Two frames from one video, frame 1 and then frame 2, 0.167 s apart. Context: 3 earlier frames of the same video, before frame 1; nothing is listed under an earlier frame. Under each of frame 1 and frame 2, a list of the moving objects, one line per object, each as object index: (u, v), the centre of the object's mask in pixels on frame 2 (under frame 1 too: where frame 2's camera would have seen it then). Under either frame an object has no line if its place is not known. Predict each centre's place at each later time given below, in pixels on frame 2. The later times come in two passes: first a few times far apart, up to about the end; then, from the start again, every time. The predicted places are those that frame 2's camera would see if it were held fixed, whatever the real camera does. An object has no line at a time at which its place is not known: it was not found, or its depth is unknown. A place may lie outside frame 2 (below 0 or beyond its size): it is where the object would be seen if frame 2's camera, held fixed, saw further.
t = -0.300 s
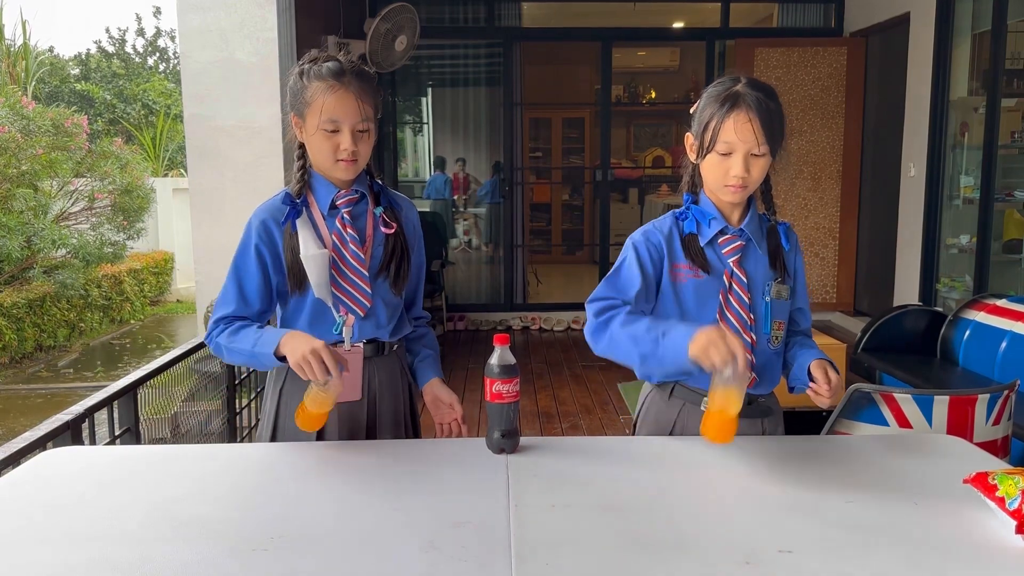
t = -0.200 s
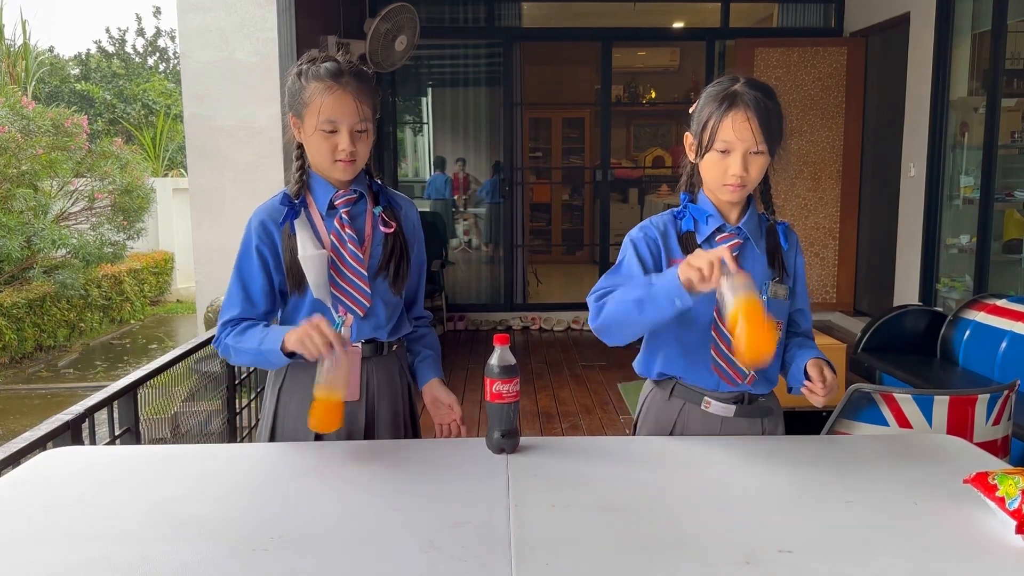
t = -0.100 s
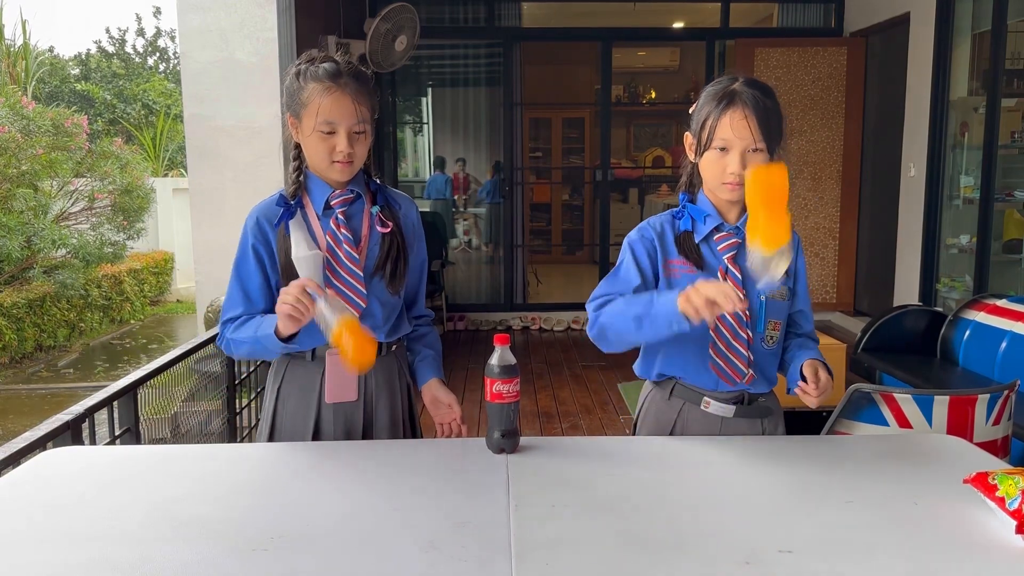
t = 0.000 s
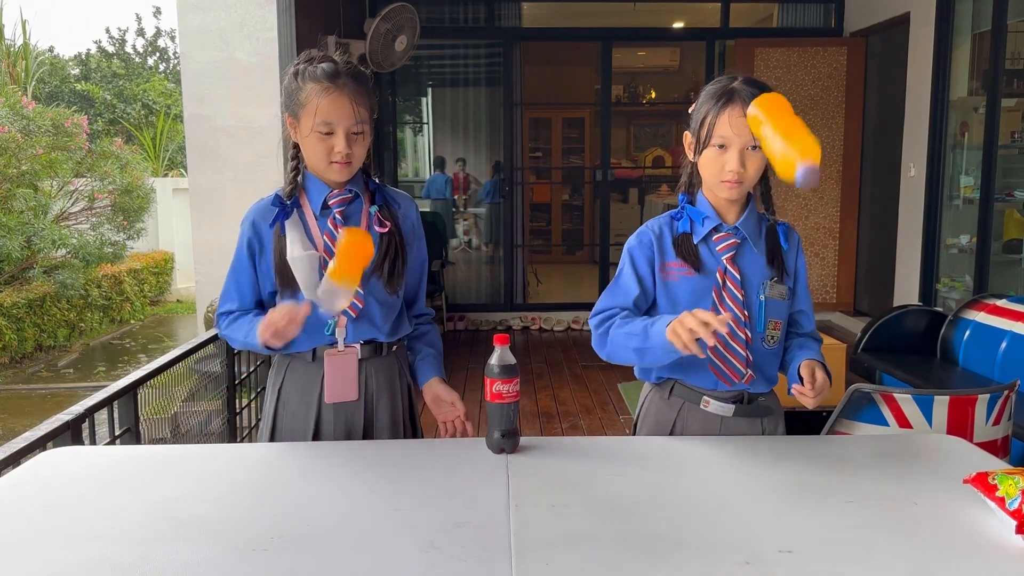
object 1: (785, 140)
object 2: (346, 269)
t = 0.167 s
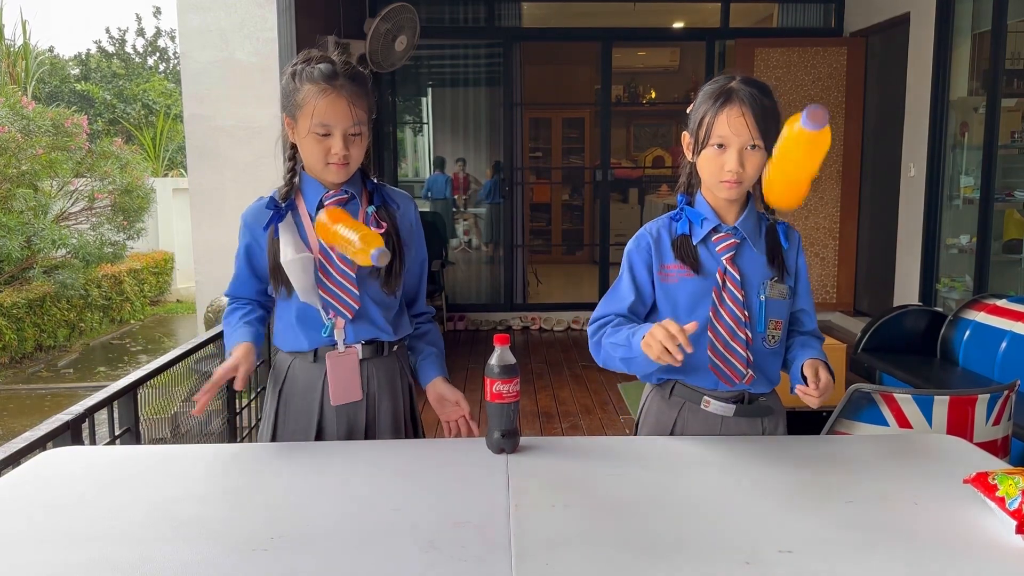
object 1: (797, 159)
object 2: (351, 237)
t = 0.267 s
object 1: (798, 275)
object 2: (347, 291)
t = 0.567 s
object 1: (793, 542)
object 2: (345, 469)
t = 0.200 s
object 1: (798, 188)
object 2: (349, 249)
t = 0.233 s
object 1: (798, 226)
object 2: (348, 267)
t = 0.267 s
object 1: (798, 275)
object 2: (347, 291)
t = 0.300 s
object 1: (797, 334)
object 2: (346, 322)
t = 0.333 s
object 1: (797, 398)
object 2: (345, 359)
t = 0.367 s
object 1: (797, 470)
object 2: (345, 402)
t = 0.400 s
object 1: (796, 507)
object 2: (344, 440)
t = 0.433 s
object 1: (795, 515)
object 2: (344, 439)
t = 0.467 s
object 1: (798, 528)
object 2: (344, 441)
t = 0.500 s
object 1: (796, 536)
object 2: (344, 448)
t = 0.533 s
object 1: (794, 540)
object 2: (345, 458)
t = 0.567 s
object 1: (793, 542)
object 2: (345, 469)
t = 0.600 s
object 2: (345, 469)
